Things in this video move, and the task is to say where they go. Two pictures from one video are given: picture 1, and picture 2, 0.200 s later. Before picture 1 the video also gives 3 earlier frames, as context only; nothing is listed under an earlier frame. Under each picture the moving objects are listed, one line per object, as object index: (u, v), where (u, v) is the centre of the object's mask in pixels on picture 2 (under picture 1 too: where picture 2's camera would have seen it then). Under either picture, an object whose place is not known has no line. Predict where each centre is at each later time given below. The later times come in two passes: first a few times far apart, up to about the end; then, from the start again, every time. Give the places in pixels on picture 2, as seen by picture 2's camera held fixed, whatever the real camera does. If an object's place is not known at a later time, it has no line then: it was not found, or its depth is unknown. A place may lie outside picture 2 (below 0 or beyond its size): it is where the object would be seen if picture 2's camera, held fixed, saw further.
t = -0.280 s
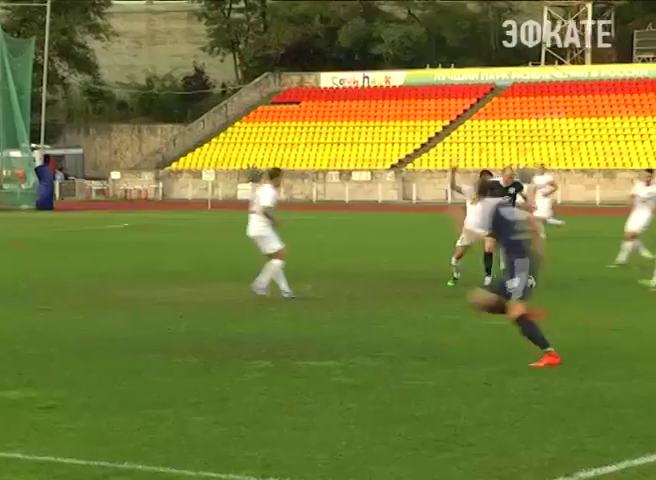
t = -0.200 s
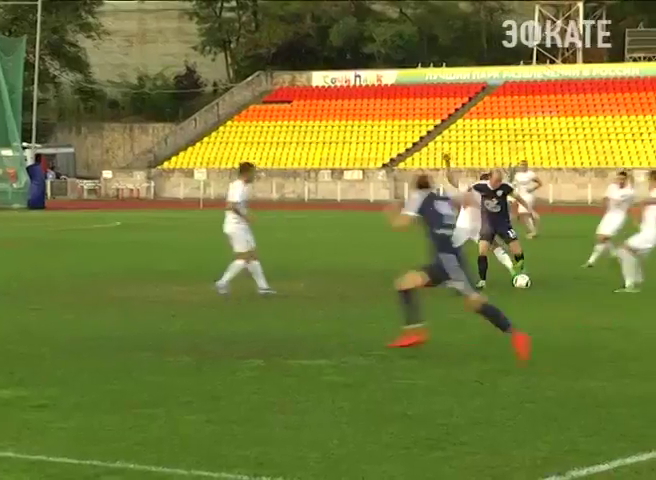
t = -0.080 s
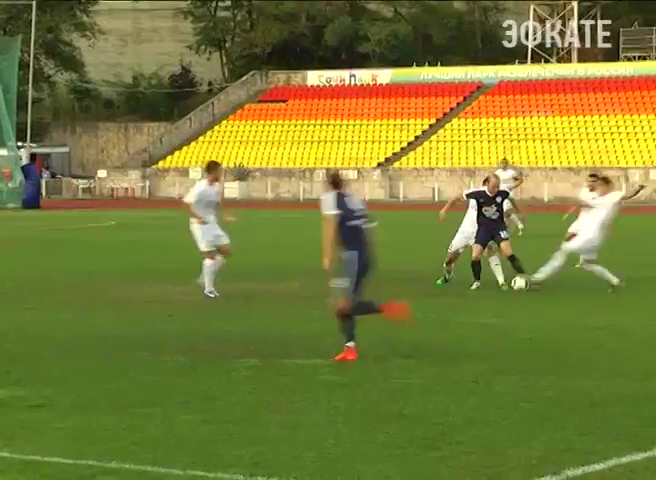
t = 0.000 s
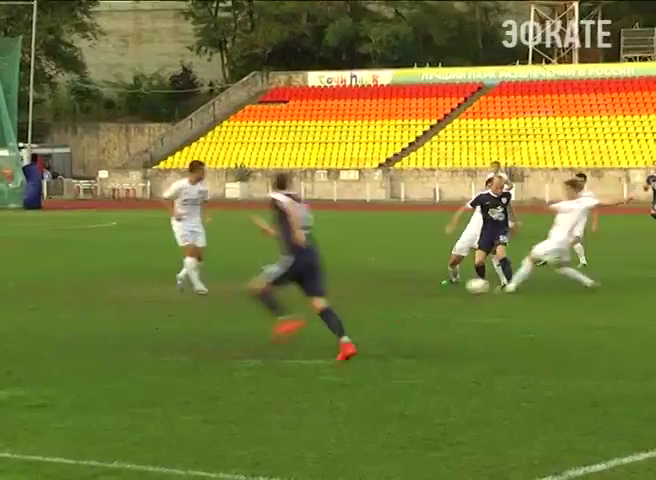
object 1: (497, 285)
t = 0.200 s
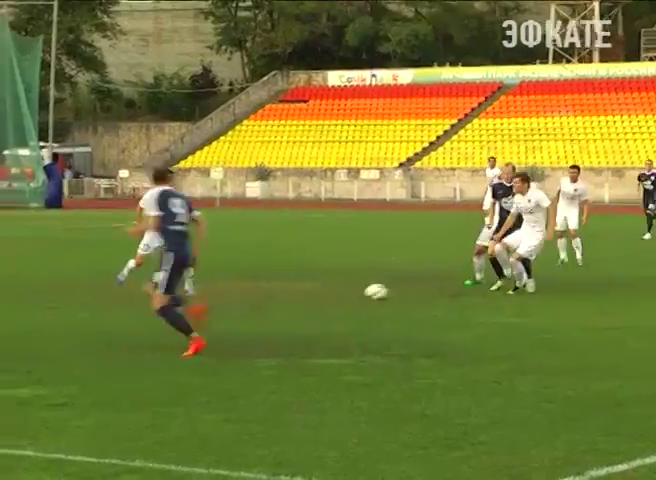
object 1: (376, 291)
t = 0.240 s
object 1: (353, 292)
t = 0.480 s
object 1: (224, 300)
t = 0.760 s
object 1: (92, 307)
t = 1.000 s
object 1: (-16, 316)
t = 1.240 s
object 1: (-135, 322)
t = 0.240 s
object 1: (353, 292)
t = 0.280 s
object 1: (331, 293)
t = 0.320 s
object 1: (309, 294)
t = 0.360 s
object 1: (287, 296)
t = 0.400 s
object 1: (265, 297)
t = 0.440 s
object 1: (245, 298)
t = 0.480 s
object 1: (224, 300)
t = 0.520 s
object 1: (205, 301)
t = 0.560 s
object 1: (186, 301)
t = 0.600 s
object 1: (168, 302)
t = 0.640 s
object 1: (148, 304)
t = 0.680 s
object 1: (129, 306)
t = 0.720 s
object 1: (112, 306)
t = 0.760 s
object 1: (92, 307)
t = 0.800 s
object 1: (74, 308)
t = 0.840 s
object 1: (56, 311)
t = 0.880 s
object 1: (38, 311)
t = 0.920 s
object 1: (21, 312)
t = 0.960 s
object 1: (2, 314)
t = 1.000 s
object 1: (-16, 316)
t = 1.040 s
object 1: (-36, 314)
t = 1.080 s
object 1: (-55, 315)
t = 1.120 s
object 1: (-74, 317)
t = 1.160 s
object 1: (-95, 320)
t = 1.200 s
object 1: (-115, 323)
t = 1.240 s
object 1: (-135, 322)
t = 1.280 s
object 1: (-157, 322)
